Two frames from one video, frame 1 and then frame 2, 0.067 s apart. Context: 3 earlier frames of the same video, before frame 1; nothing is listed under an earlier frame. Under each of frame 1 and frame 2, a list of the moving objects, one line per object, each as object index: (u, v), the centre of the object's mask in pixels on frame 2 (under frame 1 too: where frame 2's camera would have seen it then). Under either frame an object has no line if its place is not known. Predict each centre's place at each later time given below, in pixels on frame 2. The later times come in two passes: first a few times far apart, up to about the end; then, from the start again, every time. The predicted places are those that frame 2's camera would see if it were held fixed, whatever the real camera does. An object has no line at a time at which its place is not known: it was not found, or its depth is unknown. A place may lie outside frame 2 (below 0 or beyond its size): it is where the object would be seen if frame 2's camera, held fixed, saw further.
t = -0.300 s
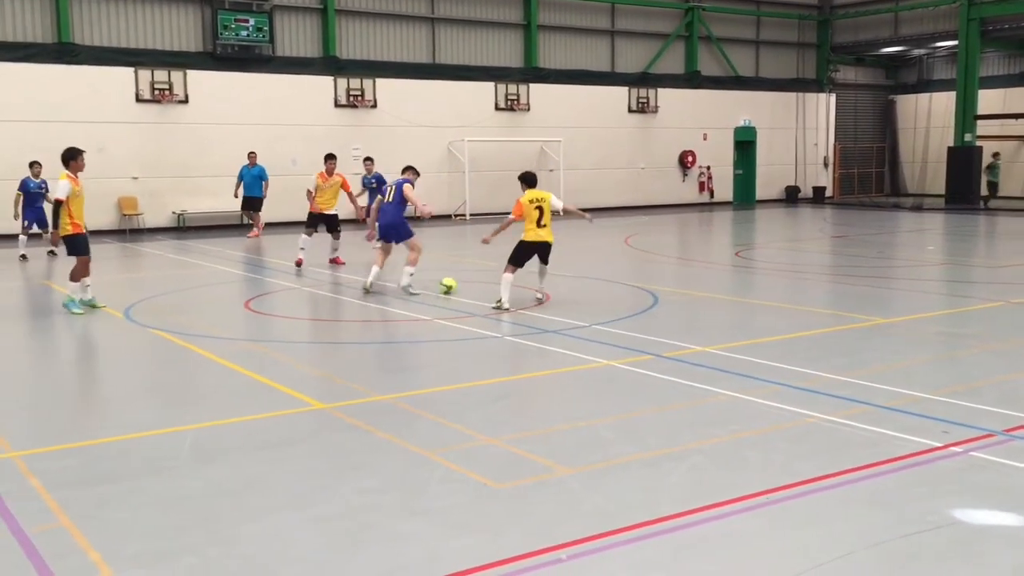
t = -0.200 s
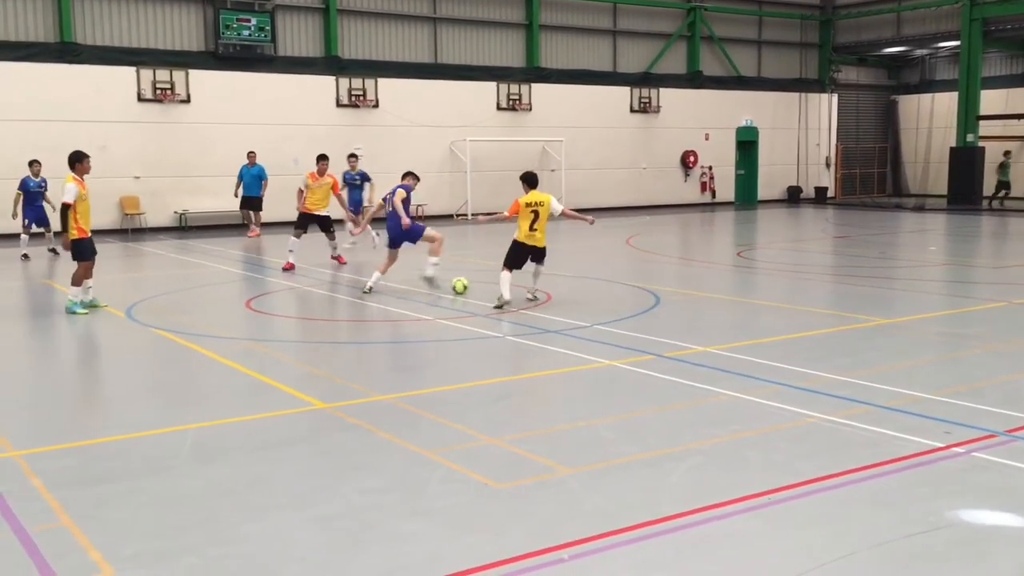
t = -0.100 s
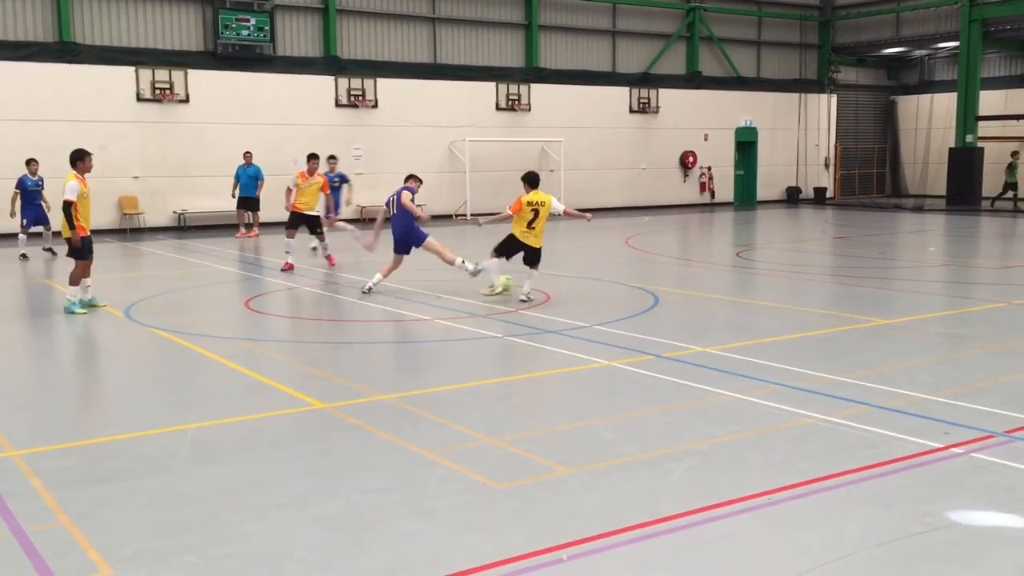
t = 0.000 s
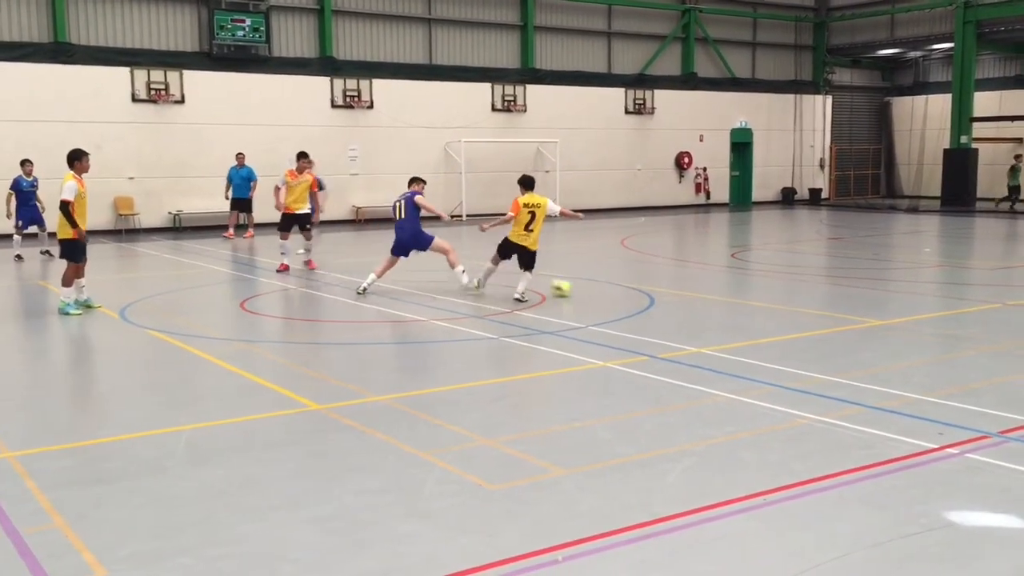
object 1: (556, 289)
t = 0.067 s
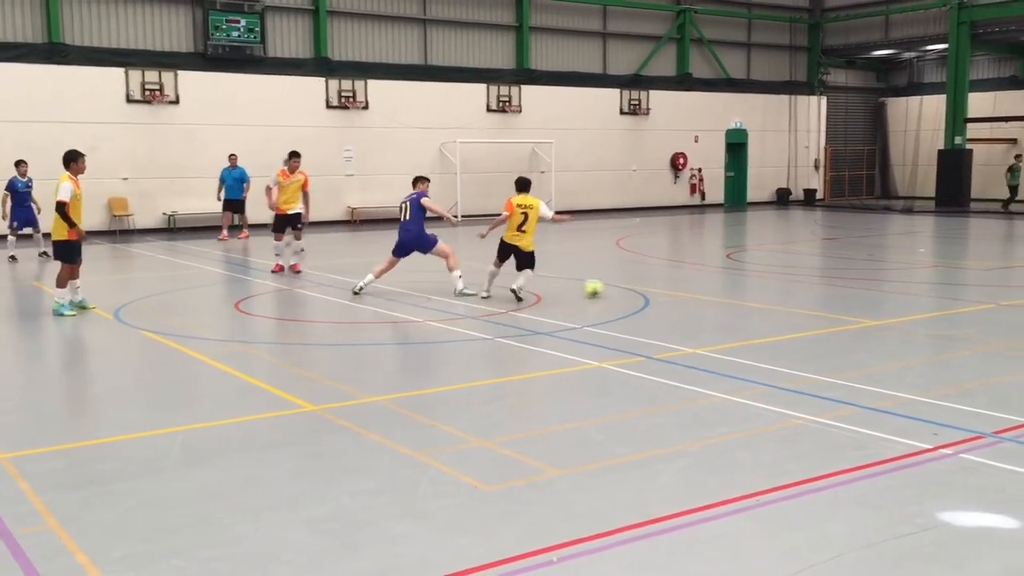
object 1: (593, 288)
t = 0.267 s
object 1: (692, 290)
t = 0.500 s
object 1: (787, 293)
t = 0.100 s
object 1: (611, 289)
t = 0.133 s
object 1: (629, 290)
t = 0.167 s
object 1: (645, 290)
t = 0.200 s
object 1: (660, 290)
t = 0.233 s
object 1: (676, 290)
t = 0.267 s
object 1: (692, 290)
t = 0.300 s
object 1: (707, 291)
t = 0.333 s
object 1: (721, 291)
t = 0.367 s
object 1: (735, 292)
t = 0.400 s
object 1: (748, 292)
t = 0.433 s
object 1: (761, 292)
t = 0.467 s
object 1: (775, 293)
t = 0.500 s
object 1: (787, 293)
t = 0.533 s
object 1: (799, 294)
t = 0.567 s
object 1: (812, 294)
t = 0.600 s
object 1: (825, 294)
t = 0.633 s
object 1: (837, 295)
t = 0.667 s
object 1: (850, 295)
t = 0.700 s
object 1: (863, 295)
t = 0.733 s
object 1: (875, 295)
